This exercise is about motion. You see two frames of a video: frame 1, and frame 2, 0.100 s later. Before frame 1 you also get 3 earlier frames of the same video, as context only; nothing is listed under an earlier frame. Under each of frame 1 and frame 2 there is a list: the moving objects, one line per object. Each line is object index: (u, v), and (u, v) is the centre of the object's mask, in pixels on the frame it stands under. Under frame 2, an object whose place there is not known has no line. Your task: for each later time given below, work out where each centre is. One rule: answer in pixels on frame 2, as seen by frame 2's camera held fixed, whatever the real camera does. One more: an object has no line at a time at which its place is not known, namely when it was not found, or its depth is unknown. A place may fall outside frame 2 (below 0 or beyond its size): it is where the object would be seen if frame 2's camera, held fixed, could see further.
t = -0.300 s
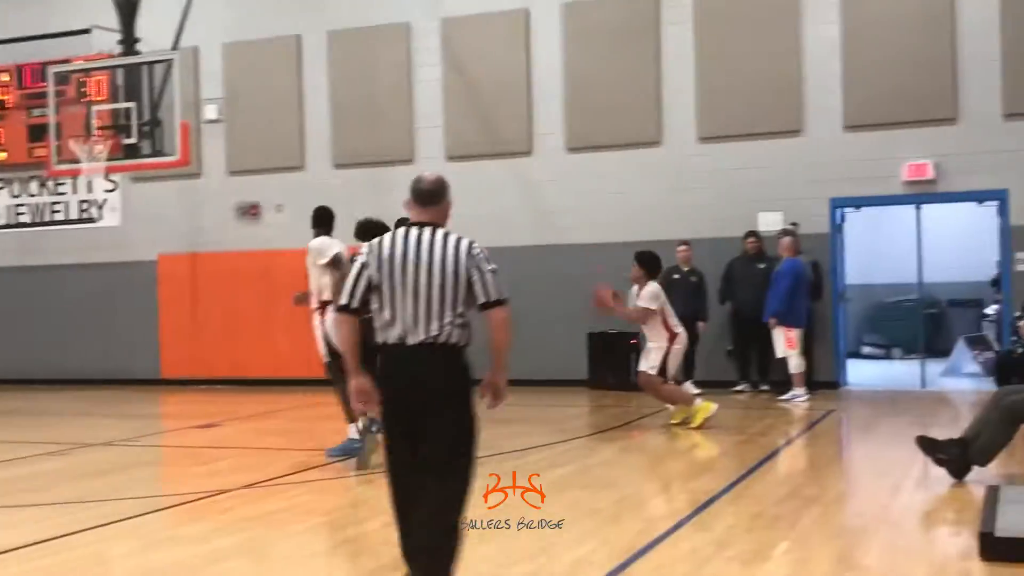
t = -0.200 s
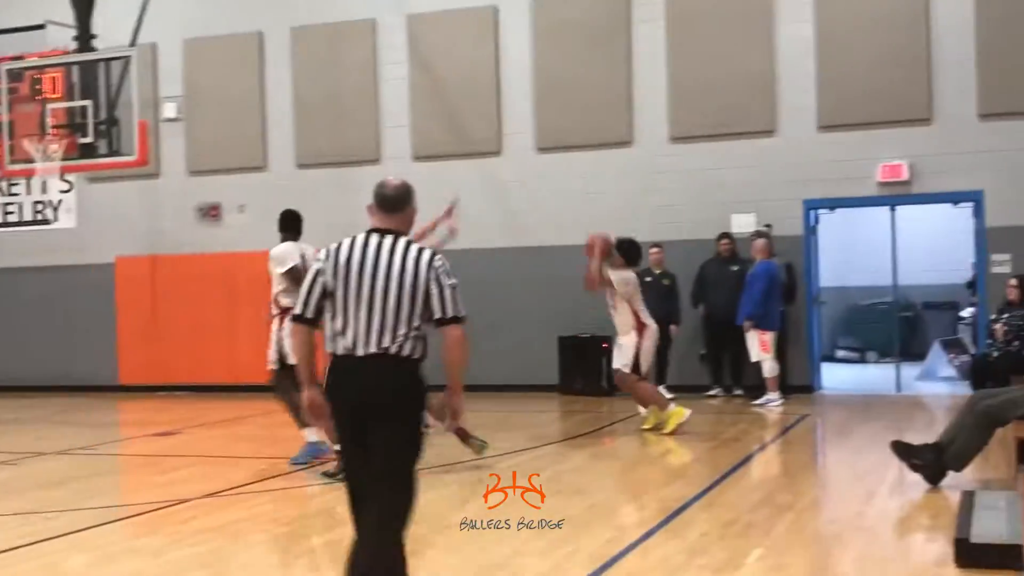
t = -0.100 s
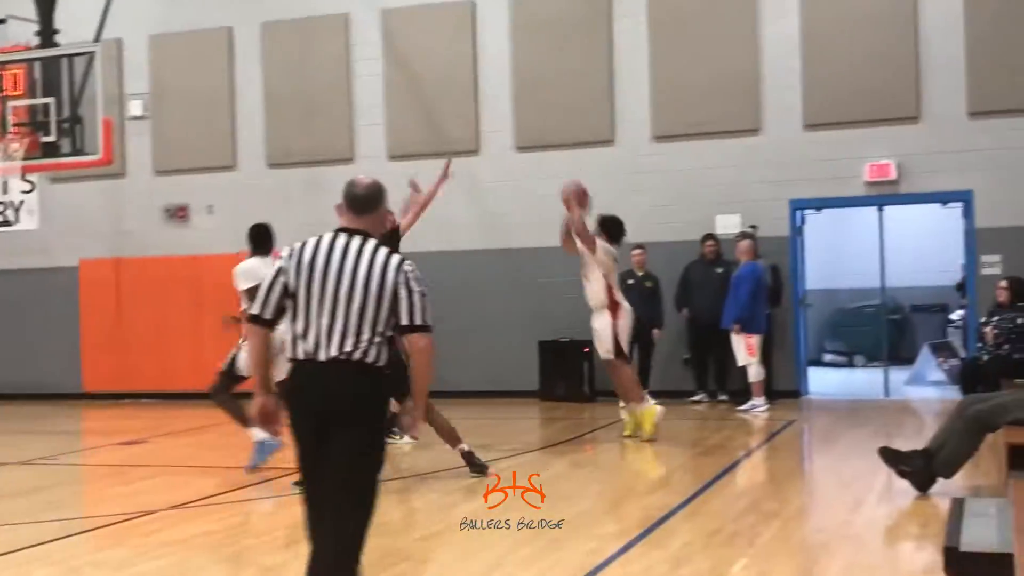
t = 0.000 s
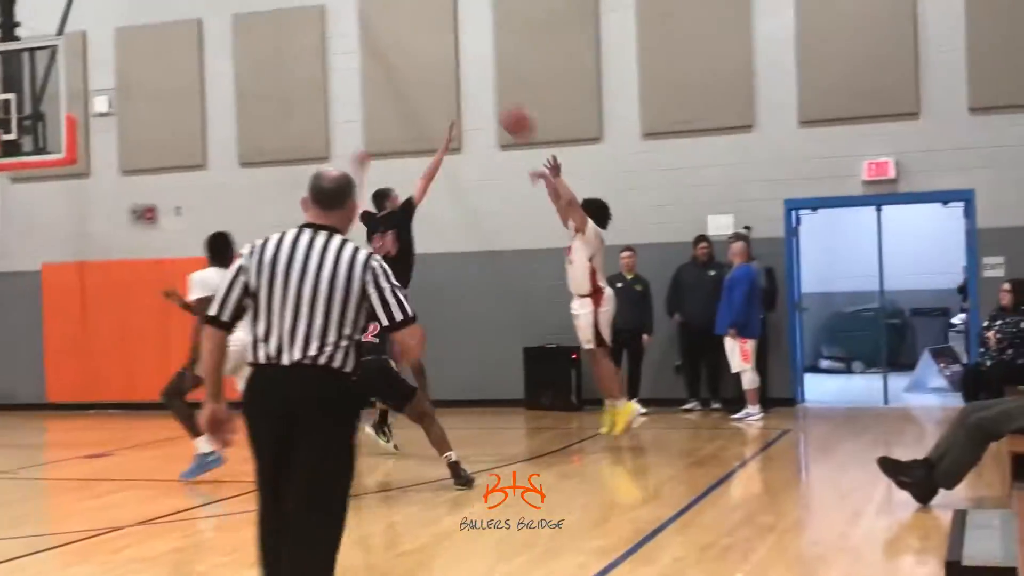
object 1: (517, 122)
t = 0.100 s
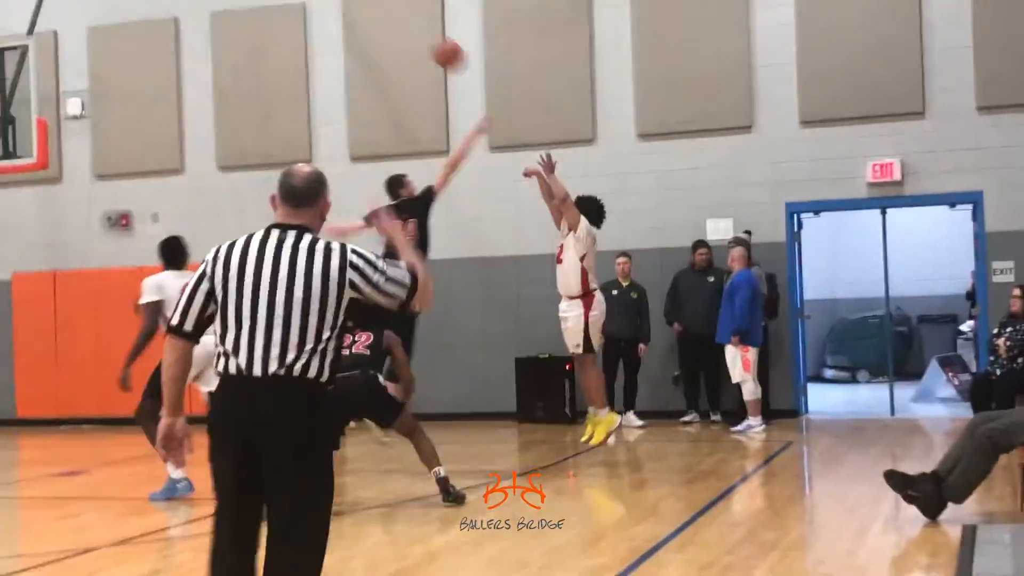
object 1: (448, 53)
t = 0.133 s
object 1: (428, 33)
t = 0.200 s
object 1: (392, 0)
